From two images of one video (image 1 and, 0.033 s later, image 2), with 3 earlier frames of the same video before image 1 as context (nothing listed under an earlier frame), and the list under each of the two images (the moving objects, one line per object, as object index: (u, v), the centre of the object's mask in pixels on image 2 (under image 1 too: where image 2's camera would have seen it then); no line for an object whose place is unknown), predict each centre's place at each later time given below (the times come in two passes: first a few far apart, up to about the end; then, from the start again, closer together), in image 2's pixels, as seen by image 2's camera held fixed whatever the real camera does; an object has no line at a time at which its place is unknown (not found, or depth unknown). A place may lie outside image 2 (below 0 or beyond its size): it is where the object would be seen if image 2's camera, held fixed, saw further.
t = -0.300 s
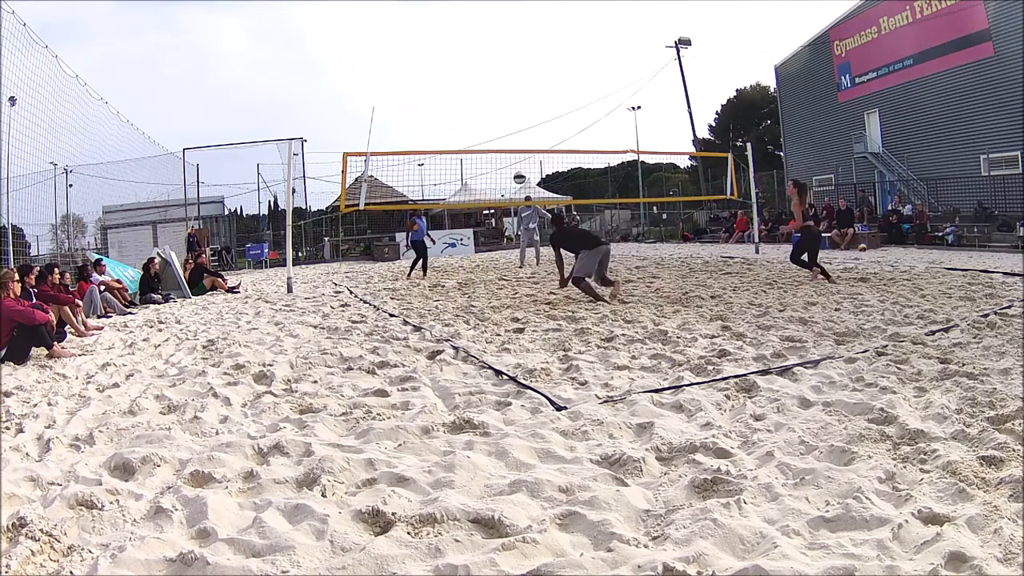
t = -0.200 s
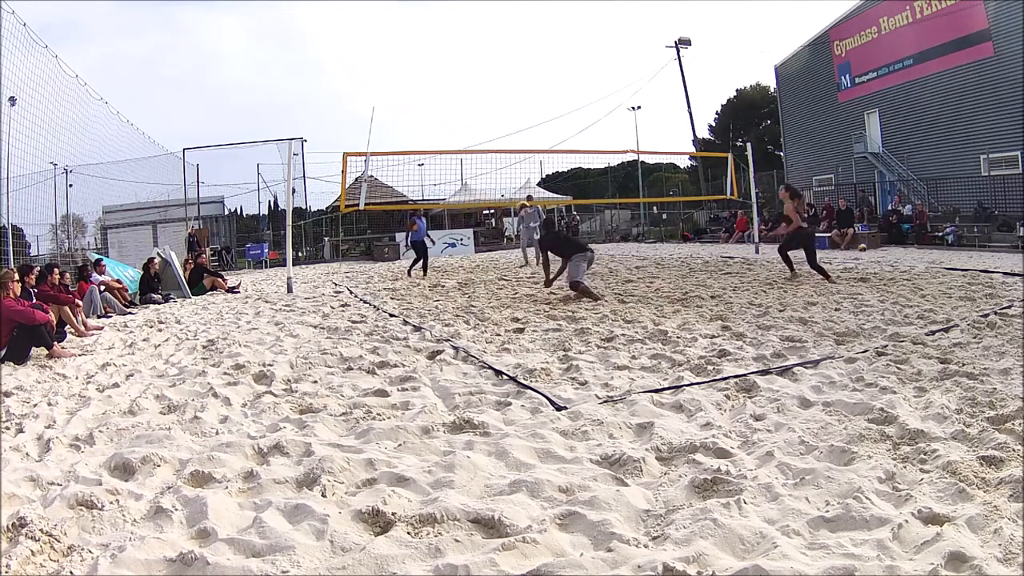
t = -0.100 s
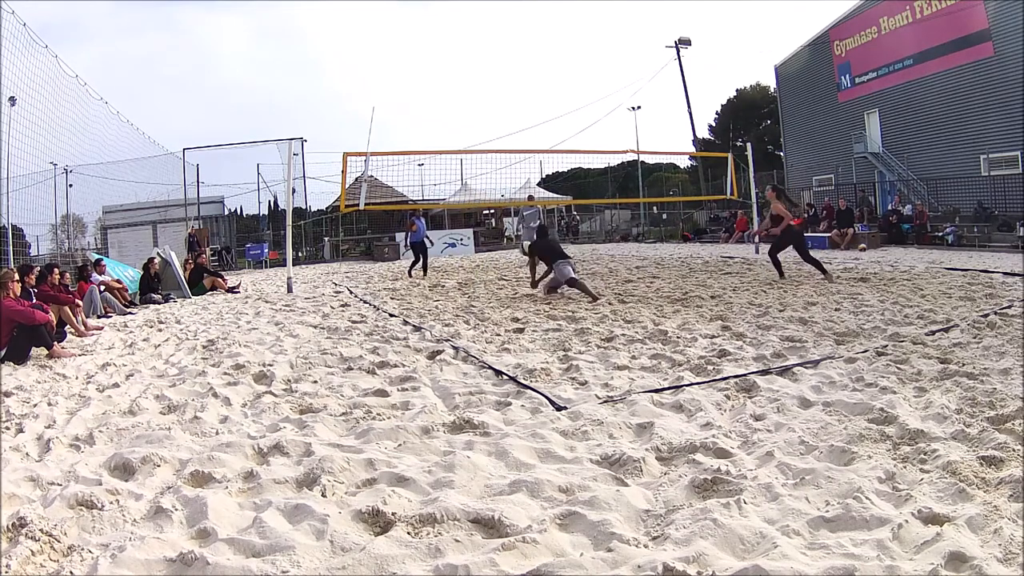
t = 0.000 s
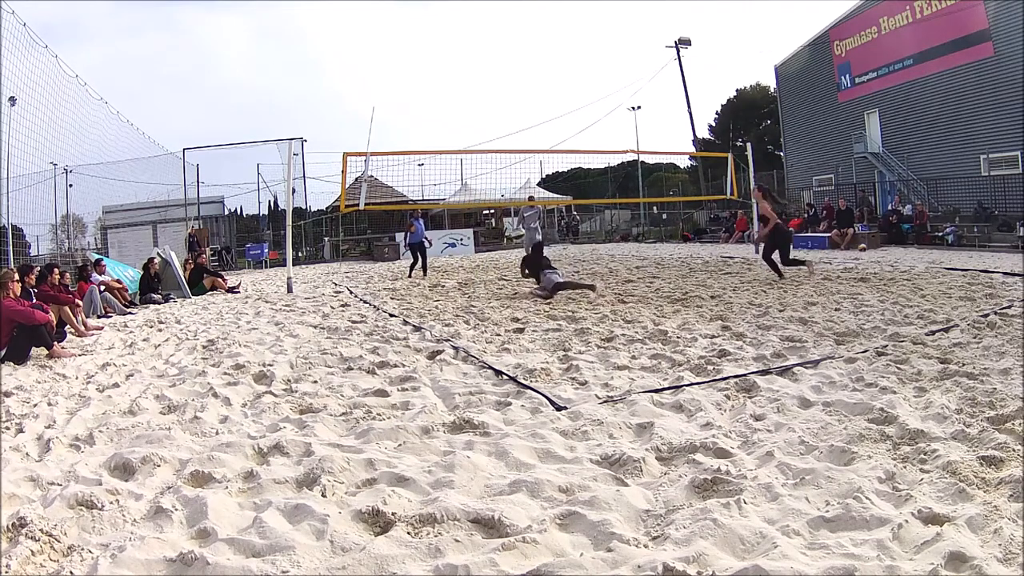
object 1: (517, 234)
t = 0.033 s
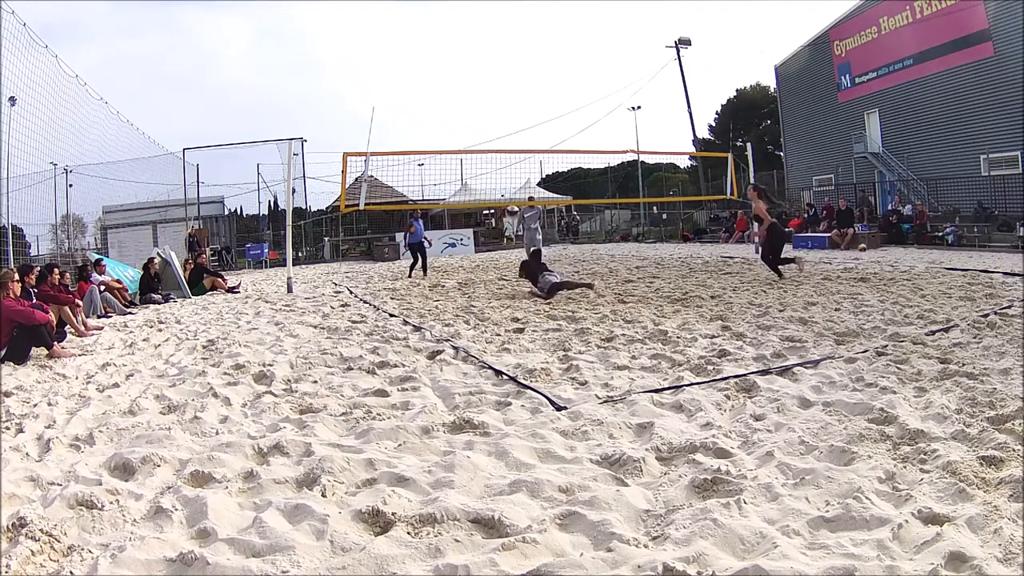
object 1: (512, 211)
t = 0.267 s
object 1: (480, 109)
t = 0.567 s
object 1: (450, 39)
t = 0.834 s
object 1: (433, 21)
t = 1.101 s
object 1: (420, 28)
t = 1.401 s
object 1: (407, 59)
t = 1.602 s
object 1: (400, 90)
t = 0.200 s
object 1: (488, 134)
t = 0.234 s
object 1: (482, 116)
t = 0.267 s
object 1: (480, 109)
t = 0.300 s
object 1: (476, 97)
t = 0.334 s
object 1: (471, 84)
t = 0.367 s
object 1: (468, 78)
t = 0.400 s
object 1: (465, 70)
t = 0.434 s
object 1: (462, 63)
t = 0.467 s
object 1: (459, 56)
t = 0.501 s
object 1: (457, 50)
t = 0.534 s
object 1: (453, 43)
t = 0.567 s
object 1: (450, 39)
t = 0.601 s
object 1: (448, 35)
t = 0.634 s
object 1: (445, 32)
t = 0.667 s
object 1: (443, 29)
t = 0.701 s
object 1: (441, 26)
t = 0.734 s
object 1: (439, 24)
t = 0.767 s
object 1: (437, 23)
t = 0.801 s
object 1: (435, 22)
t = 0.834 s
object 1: (433, 21)
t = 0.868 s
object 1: (431, 21)
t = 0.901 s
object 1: (429, 21)
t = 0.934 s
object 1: (428, 21)
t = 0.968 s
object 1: (426, 22)
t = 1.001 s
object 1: (424, 23)
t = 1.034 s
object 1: (423, 24)
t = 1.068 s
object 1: (421, 26)
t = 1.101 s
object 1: (420, 28)
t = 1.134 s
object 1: (418, 30)
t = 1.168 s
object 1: (416, 33)
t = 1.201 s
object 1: (415, 35)
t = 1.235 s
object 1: (414, 39)
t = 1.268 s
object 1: (412, 42)
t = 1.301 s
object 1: (411, 46)
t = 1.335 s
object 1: (410, 50)
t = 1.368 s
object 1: (408, 54)
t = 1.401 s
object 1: (407, 59)
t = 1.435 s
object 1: (405, 63)
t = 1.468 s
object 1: (404, 68)
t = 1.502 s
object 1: (403, 73)
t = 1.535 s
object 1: (402, 79)
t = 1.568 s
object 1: (401, 85)
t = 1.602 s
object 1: (400, 90)
